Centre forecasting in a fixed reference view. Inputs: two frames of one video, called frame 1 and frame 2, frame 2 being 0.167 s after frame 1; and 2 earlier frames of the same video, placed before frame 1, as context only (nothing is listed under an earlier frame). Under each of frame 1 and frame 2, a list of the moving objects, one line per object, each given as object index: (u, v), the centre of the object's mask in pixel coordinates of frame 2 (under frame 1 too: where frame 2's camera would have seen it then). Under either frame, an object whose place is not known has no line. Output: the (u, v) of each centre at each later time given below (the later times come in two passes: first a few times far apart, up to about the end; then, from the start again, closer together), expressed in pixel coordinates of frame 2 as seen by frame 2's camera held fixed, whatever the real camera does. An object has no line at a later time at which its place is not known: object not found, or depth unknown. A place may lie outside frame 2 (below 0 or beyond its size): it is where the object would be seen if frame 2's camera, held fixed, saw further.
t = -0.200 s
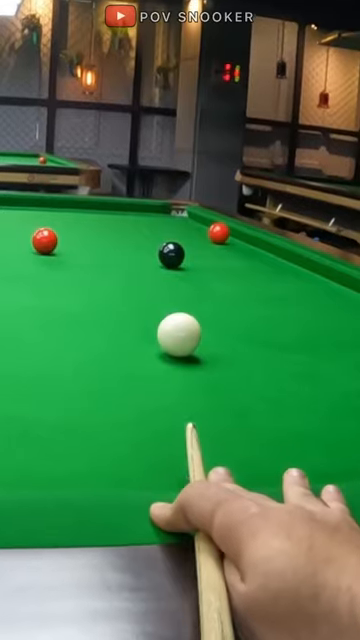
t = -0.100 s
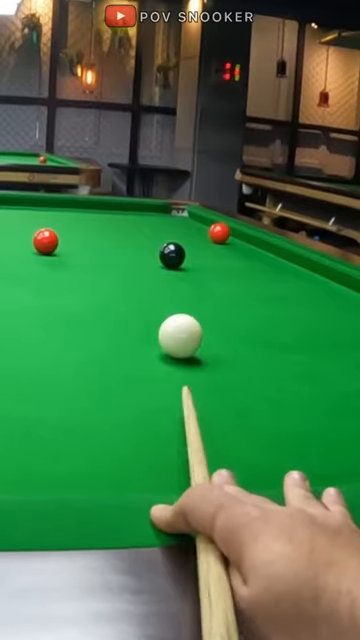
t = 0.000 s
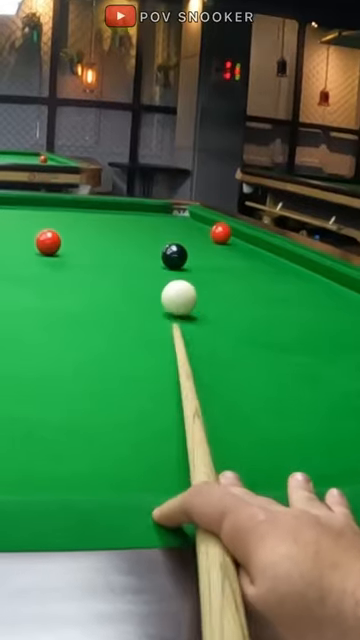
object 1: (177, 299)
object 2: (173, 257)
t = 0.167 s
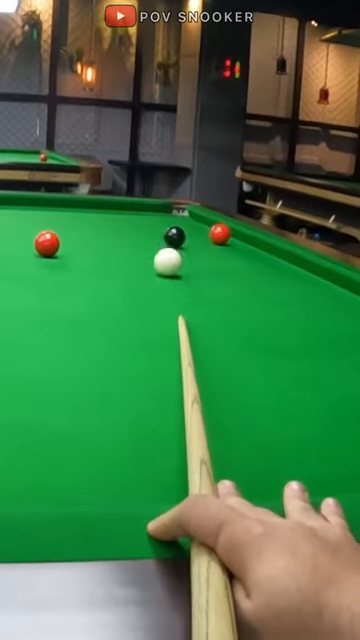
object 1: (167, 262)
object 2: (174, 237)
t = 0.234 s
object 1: (164, 263)
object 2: (175, 225)
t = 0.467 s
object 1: (153, 276)
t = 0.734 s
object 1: (137, 297)
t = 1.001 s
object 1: (116, 324)
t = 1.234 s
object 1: (92, 356)
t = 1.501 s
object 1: (56, 405)
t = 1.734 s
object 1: (17, 465)
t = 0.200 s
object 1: (166, 262)
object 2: (175, 231)
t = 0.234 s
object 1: (164, 263)
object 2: (175, 225)
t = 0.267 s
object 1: (162, 264)
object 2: (175, 221)
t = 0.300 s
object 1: (161, 265)
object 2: (176, 216)
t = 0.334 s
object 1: (159, 267)
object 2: (176, 213)
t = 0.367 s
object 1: (158, 269)
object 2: (176, 210)
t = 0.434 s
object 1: (154, 274)
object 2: (179, 207)
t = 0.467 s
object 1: (153, 276)
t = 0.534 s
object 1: (149, 281)
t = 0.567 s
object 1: (147, 283)
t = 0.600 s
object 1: (145, 286)
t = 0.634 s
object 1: (143, 288)
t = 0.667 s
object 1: (141, 291)
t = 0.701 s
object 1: (139, 294)
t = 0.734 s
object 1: (137, 297)
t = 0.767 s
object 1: (134, 300)
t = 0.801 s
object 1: (132, 302)
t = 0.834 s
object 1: (130, 306)
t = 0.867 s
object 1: (127, 309)
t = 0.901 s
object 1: (124, 312)
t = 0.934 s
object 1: (122, 316)
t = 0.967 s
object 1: (119, 319)
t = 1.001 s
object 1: (116, 324)
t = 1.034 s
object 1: (113, 327)
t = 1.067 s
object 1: (110, 332)
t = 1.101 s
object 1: (107, 336)
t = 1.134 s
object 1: (103, 341)
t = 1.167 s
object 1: (100, 345)
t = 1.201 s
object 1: (96, 351)
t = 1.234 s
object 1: (92, 356)
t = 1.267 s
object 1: (89, 361)
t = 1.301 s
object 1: (85, 367)
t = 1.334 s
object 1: (80, 373)
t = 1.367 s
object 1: (76, 379)
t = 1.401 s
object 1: (71, 385)
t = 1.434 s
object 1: (66, 391)
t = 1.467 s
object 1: (61, 398)
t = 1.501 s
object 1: (56, 405)
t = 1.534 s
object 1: (51, 413)
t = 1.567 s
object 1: (45, 420)
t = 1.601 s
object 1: (39, 428)
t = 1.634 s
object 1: (33, 437)
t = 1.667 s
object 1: (27, 445)
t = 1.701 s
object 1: (21, 454)
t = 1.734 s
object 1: (17, 465)
